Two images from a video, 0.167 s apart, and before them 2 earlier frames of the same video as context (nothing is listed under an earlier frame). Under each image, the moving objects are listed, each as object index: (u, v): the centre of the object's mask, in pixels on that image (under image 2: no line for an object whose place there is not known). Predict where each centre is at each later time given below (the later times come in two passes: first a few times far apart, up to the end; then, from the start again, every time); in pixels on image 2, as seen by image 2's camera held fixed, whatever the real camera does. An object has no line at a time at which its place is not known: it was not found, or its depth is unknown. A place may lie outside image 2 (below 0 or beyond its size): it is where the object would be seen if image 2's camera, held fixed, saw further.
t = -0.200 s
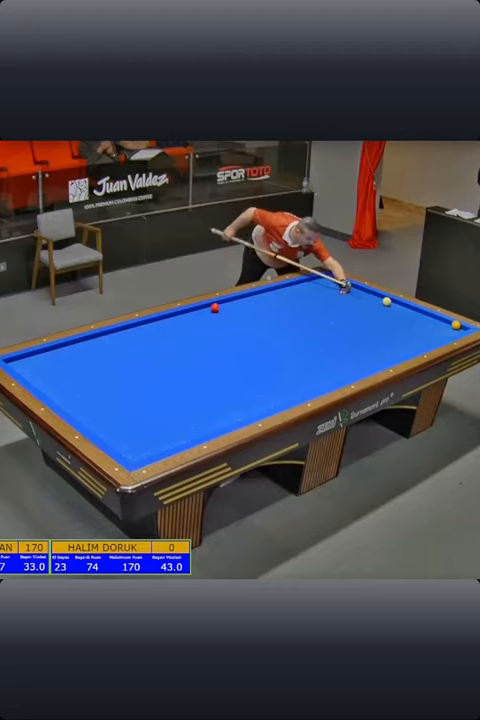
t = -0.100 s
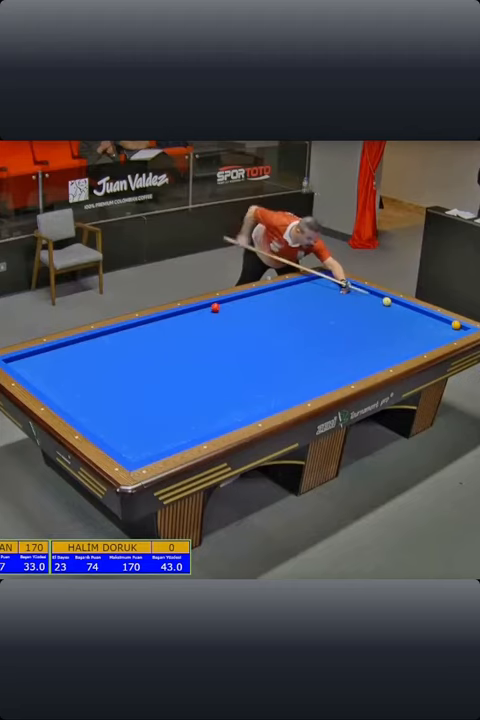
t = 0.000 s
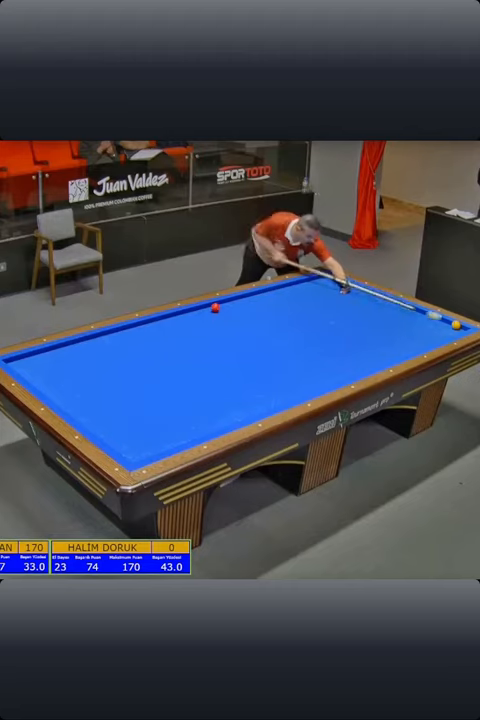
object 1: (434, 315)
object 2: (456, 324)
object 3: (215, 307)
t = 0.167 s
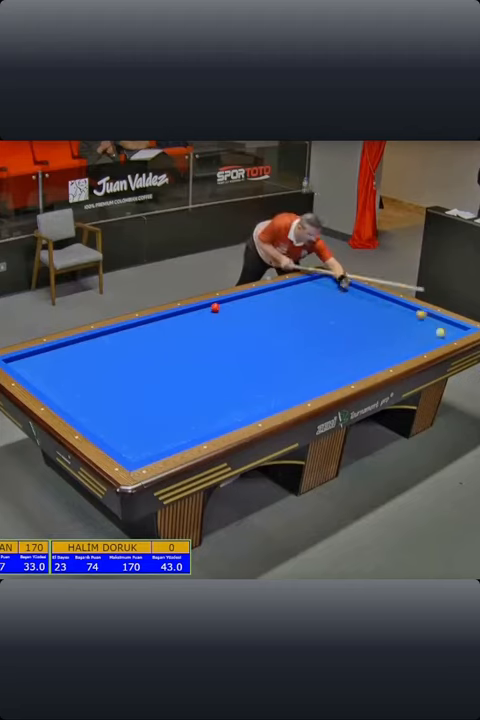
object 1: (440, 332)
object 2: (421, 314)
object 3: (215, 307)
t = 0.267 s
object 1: (435, 339)
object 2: (384, 305)
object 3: (215, 307)
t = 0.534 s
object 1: (389, 346)
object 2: (301, 282)
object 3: (215, 307)
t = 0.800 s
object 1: (359, 356)
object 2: (338, 298)
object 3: (215, 307)
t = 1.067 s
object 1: (341, 372)
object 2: (371, 313)
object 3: (215, 307)
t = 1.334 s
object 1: (317, 385)
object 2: (405, 329)
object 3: (215, 307)
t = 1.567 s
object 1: (283, 394)
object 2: (429, 340)
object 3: (215, 307)
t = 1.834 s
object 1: (243, 404)
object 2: (404, 331)
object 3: (215, 307)
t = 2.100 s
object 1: (201, 414)
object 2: (384, 323)
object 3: (215, 307)
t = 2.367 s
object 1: (157, 424)
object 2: (365, 315)
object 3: (215, 307)
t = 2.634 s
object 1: (112, 435)
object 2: (346, 309)
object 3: (215, 307)
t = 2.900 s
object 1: (116, 423)
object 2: (329, 302)
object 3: (215, 307)
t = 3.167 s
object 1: (126, 410)
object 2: (313, 296)
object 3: (215, 307)
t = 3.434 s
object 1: (136, 397)
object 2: (297, 291)
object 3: (215, 307)
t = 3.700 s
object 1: (145, 386)
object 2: (284, 286)
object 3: (215, 307)
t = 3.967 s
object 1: (153, 375)
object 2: (293, 289)
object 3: (215, 307)
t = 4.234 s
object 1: (160, 365)
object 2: (301, 293)
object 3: (215, 307)
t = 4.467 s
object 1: (166, 358)
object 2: (307, 295)
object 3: (215, 307)
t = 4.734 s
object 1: (173, 349)
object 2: (315, 299)
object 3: (215, 307)
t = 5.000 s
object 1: (179, 341)
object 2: (322, 302)
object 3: (215, 307)
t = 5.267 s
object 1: (184, 334)
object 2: (329, 305)
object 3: (215, 307)
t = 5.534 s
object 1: (190, 327)
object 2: (336, 308)
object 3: (215, 307)
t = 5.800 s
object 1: (195, 321)
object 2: (342, 311)
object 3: (215, 307)
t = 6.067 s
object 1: (199, 316)
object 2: (349, 313)
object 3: (215, 307)
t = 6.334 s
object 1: (203, 310)
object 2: (355, 316)
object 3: (215, 307)
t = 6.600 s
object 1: (208, 306)
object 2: (361, 319)
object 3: (216, 307)
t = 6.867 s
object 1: (213, 305)
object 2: (366, 321)
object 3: (221, 308)
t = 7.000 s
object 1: (216, 304)
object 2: (368, 322)
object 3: (224, 308)
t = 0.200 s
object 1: (439, 335)
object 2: (408, 311)
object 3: (215, 307)
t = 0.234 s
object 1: (438, 337)
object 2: (396, 307)
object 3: (215, 307)
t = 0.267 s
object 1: (435, 339)
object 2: (384, 305)
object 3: (215, 307)
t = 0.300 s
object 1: (429, 340)
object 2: (373, 301)
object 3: (215, 307)
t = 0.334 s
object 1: (422, 341)
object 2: (361, 299)
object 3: (215, 307)
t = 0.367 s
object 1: (416, 342)
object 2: (350, 295)
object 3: (215, 307)
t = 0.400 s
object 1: (410, 342)
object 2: (340, 292)
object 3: (215, 307)
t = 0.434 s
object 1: (404, 343)
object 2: (330, 290)
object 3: (215, 307)
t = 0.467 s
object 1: (399, 344)
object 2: (320, 287)
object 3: (215, 307)
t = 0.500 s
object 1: (393, 345)
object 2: (311, 284)
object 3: (215, 307)
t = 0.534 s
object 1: (389, 346)
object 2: (301, 282)
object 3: (215, 307)
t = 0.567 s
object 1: (384, 346)
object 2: (302, 283)
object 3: (215, 307)
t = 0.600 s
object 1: (380, 348)
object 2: (308, 285)
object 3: (215, 307)
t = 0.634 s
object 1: (376, 349)
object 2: (313, 287)
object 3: (215, 307)
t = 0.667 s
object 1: (372, 350)
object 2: (319, 290)
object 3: (215, 307)
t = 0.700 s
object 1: (368, 352)
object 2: (324, 292)
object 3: (215, 307)
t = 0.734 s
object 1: (365, 353)
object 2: (329, 294)
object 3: (215, 307)
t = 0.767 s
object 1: (362, 355)
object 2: (334, 296)
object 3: (215, 307)
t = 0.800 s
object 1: (359, 356)
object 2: (338, 298)
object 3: (215, 307)
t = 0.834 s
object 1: (356, 358)
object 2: (343, 300)
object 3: (215, 307)
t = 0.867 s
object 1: (354, 360)
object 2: (347, 302)
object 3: (215, 307)
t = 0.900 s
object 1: (352, 362)
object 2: (351, 304)
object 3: (215, 307)
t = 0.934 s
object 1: (350, 364)
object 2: (355, 306)
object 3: (215, 307)
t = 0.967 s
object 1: (347, 366)
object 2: (359, 307)
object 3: (215, 307)
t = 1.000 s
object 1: (346, 368)
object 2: (363, 309)
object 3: (215, 307)
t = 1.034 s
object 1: (343, 370)
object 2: (367, 311)
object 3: (215, 307)
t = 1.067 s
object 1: (341, 372)
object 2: (371, 313)
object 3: (215, 307)
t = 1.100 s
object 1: (339, 374)
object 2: (376, 315)
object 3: (215, 307)
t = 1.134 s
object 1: (337, 376)
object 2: (379, 317)
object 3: (215, 307)
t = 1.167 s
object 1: (335, 378)
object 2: (384, 319)
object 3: (215, 307)
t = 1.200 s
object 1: (332, 379)
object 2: (388, 321)
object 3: (215, 307)
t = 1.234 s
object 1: (330, 381)
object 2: (393, 323)
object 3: (215, 307)
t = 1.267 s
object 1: (326, 382)
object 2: (397, 325)
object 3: (215, 307)
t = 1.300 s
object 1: (321, 384)
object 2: (401, 327)
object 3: (215, 307)
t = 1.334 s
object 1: (317, 385)
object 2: (405, 329)
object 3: (215, 307)
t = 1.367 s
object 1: (312, 387)
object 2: (410, 331)
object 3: (215, 307)
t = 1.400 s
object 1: (307, 388)
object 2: (414, 333)
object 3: (215, 307)
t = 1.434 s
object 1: (302, 389)
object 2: (419, 335)
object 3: (215, 307)
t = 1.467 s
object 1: (298, 390)
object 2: (423, 338)
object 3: (215, 307)
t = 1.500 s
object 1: (293, 392)
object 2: (428, 340)
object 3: (215, 307)
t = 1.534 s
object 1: (288, 393)
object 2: (431, 341)
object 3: (215, 307)
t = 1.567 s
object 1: (283, 394)
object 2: (429, 340)
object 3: (215, 307)
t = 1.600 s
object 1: (278, 395)
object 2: (426, 339)
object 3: (215, 307)
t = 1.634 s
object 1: (274, 397)
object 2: (422, 338)
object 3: (215, 307)
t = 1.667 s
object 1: (269, 398)
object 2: (419, 336)
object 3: (215, 307)
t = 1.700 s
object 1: (263, 399)
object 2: (415, 335)
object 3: (215, 307)
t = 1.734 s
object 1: (258, 400)
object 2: (412, 334)
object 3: (215, 307)
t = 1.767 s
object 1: (253, 402)
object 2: (409, 333)
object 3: (215, 307)
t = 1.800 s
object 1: (248, 403)
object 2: (407, 332)
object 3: (215, 307)
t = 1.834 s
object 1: (243, 404)
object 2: (404, 331)
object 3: (215, 307)
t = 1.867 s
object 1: (238, 405)
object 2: (401, 330)
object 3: (215, 307)
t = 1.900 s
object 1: (233, 407)
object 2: (399, 329)
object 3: (215, 307)
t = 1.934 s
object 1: (227, 408)
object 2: (397, 328)
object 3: (215, 307)
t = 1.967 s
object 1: (222, 409)
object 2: (394, 327)
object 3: (215, 307)
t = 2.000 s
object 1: (217, 411)
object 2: (391, 326)
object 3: (215, 307)
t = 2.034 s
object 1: (212, 412)
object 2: (389, 325)
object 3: (215, 307)
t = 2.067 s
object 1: (206, 413)
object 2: (387, 324)
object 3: (215, 307)
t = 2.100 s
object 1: (201, 414)
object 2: (384, 323)
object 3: (215, 307)
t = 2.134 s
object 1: (195, 416)
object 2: (381, 322)
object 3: (215, 307)
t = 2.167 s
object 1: (190, 417)
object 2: (379, 321)
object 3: (215, 307)
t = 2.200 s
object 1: (184, 418)
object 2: (377, 320)
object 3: (215, 307)
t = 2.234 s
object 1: (179, 419)
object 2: (374, 319)
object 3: (215, 307)
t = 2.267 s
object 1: (173, 421)
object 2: (372, 318)
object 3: (215, 307)
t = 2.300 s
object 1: (168, 422)
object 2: (369, 317)
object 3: (215, 307)
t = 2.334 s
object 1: (162, 423)
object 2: (367, 316)
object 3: (215, 307)
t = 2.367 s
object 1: (157, 424)
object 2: (365, 315)
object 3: (215, 307)
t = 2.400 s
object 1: (151, 426)
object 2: (362, 315)
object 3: (215, 307)
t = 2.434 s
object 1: (146, 427)
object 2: (360, 314)
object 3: (215, 307)
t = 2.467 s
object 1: (140, 429)
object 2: (358, 313)
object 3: (215, 307)
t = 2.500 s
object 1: (134, 430)
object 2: (356, 312)
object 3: (215, 307)
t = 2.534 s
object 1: (129, 431)
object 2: (353, 311)
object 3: (215, 307)
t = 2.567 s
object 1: (123, 432)
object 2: (351, 310)
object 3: (215, 307)
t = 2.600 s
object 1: (118, 434)
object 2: (349, 309)
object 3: (215, 307)
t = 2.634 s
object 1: (112, 435)
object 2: (346, 309)
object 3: (215, 307)
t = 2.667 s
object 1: (107, 436)
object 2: (344, 308)
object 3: (215, 307)
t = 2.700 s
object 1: (105, 435)
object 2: (342, 307)
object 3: (215, 307)
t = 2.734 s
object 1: (107, 434)
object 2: (340, 306)
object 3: (215, 307)
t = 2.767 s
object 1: (109, 431)
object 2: (338, 305)
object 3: (215, 307)
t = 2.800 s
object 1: (111, 429)
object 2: (336, 305)
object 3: (215, 307)
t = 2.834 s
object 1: (113, 427)
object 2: (333, 304)
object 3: (215, 307)
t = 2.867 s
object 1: (115, 425)
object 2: (331, 303)
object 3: (215, 307)
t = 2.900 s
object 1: (116, 423)
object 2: (329, 302)
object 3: (215, 307)
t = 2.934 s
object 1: (117, 422)
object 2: (327, 302)
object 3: (215, 307)
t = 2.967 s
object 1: (119, 420)
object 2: (325, 301)
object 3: (215, 307)
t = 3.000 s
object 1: (120, 418)
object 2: (323, 300)
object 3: (215, 307)
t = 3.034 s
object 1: (121, 417)
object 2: (321, 299)
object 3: (215, 307)
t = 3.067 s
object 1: (122, 415)
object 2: (319, 298)
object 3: (215, 307)
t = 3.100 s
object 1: (124, 413)
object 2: (317, 298)
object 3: (215, 307)
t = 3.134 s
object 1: (125, 411)
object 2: (314, 297)
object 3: (215, 307)
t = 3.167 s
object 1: (126, 410)
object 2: (313, 296)
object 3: (215, 307)
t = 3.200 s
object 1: (128, 408)
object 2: (310, 295)
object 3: (215, 307)
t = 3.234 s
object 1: (129, 407)
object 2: (309, 295)
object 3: (215, 307)
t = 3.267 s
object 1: (130, 405)
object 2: (307, 294)
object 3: (215, 307)
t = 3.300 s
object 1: (131, 403)
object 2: (305, 293)
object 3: (215, 307)
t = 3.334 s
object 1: (132, 402)
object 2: (303, 293)
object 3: (215, 307)
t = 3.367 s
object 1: (133, 400)
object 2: (301, 292)
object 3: (215, 307)
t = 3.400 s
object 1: (135, 399)
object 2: (299, 291)
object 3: (215, 307)
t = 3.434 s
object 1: (136, 397)
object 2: (297, 291)
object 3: (215, 307)
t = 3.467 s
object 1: (137, 396)
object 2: (295, 290)
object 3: (215, 307)
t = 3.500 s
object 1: (138, 394)
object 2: (293, 289)
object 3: (215, 307)
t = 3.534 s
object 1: (139, 393)
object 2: (291, 288)
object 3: (215, 307)
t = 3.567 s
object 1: (140, 391)
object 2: (290, 288)
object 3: (215, 307)
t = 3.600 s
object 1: (141, 390)
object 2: (288, 287)
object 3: (215, 307)
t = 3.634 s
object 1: (142, 389)
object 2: (286, 286)
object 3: (215, 307)
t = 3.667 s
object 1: (144, 387)
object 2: (284, 286)
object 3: (215, 307)
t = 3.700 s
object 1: (145, 386)
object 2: (284, 286)
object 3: (215, 307)
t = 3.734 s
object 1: (146, 384)
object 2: (286, 286)
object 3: (215, 307)
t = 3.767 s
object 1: (147, 383)
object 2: (287, 287)
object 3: (215, 307)
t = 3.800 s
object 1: (148, 382)
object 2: (288, 287)
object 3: (215, 307)
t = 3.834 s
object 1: (149, 380)
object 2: (289, 288)
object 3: (215, 307)
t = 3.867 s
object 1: (150, 379)
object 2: (290, 288)
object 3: (215, 307)
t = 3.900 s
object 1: (151, 378)
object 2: (291, 288)
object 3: (215, 307)
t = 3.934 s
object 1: (152, 376)
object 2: (292, 289)
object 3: (215, 307)
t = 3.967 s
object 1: (153, 375)
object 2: (293, 289)
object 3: (215, 307)
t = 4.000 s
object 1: (154, 374)
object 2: (294, 290)
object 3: (215, 307)
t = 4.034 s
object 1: (154, 373)
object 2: (295, 290)
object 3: (215, 307)
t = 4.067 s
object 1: (155, 371)
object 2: (296, 290)
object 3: (215, 307)
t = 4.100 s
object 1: (156, 370)
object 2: (297, 291)
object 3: (215, 307)
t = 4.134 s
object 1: (157, 369)
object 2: (298, 292)
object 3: (215, 307)
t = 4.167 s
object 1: (158, 368)
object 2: (299, 292)
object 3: (215, 307)
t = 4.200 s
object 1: (159, 367)
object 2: (300, 292)
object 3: (215, 307)
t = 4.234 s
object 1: (160, 365)
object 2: (301, 293)
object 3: (215, 307)
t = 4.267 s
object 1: (161, 364)
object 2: (302, 293)
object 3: (215, 307)
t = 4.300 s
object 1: (162, 363)
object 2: (303, 294)
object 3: (215, 307)
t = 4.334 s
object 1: (163, 362)
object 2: (304, 294)
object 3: (215, 307)
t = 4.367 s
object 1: (164, 361)
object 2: (304, 295)
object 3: (215, 307)
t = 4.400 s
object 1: (165, 360)
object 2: (305, 295)
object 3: (215, 307)
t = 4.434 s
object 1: (165, 359)
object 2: (306, 295)
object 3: (215, 307)
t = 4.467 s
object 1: (166, 358)
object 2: (307, 295)
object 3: (215, 307)
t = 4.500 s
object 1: (167, 357)
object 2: (309, 296)
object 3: (215, 307)
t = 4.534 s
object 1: (168, 355)
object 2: (309, 296)
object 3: (215, 307)
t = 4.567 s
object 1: (169, 354)
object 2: (310, 297)
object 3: (215, 307)
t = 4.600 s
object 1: (169, 353)
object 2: (311, 297)
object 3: (215, 307)
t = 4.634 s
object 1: (170, 352)
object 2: (312, 297)
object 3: (215, 307)
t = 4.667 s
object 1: (171, 351)
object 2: (313, 298)
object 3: (215, 307)
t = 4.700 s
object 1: (172, 350)
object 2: (314, 298)
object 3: (215, 307)
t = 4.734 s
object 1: (173, 349)
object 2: (315, 299)
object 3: (215, 307)
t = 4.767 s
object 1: (174, 348)
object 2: (316, 299)
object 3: (215, 307)
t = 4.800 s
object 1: (174, 347)
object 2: (317, 299)
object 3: (215, 307)
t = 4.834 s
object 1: (175, 346)
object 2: (318, 300)
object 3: (215, 307)
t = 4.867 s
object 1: (176, 345)
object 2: (319, 300)
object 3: (215, 307)
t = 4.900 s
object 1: (177, 344)
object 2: (319, 301)
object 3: (215, 307)
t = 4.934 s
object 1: (177, 343)
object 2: (320, 301)
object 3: (215, 307)
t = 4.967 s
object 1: (178, 342)
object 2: (321, 301)
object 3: (215, 307)
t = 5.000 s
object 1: (179, 341)
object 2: (322, 302)
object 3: (215, 307)
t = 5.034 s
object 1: (180, 340)
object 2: (323, 302)
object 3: (215, 307)
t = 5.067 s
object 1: (180, 339)
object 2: (324, 303)
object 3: (215, 307)
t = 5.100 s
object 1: (181, 338)
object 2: (324, 303)
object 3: (215, 307)
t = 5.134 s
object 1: (182, 337)
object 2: (325, 303)
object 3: (215, 307)
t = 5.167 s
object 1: (182, 337)
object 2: (326, 304)
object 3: (215, 307)
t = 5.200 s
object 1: (183, 336)
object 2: (327, 304)
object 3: (215, 307)
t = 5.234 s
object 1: (184, 335)
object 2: (328, 304)
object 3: (215, 307)
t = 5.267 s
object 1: (184, 334)
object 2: (329, 305)
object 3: (215, 307)
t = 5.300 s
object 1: (185, 333)
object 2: (330, 305)
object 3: (215, 307)
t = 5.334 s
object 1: (186, 332)
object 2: (331, 306)
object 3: (215, 307)
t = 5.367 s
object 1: (186, 332)
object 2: (332, 306)
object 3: (215, 307)
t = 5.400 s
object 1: (187, 331)
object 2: (332, 306)
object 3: (215, 307)
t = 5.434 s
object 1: (188, 330)
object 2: (333, 307)
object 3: (215, 307)
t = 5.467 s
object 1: (188, 329)
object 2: (334, 307)
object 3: (215, 307)
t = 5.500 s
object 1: (189, 328)
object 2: (335, 307)
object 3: (215, 307)
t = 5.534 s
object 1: (190, 327)
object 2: (336, 308)
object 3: (215, 307)
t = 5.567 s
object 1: (190, 327)
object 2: (336, 308)
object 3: (215, 307)
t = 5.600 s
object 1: (191, 326)
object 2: (338, 309)
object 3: (215, 307)
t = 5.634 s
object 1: (191, 325)
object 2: (338, 309)
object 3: (215, 307)
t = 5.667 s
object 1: (192, 324)
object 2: (339, 309)
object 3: (215, 307)
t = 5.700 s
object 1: (193, 323)
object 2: (340, 310)
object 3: (215, 307)
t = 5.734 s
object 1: (193, 323)
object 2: (341, 310)
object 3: (215, 307)
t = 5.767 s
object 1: (194, 322)
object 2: (342, 310)
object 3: (215, 307)
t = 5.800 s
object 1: (195, 321)
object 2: (342, 311)
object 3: (215, 307)
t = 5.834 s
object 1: (195, 321)
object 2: (343, 311)
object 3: (215, 307)
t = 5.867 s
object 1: (196, 320)
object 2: (344, 311)
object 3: (215, 307)
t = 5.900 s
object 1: (196, 319)
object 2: (345, 312)
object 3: (215, 307)
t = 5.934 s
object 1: (197, 318)
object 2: (346, 312)
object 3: (215, 307)
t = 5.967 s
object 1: (198, 318)
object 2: (346, 312)
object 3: (215, 307)
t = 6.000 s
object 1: (198, 317)
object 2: (347, 313)
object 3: (215, 307)
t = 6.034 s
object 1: (199, 316)
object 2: (348, 313)
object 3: (215, 307)
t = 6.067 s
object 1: (199, 316)
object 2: (349, 313)
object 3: (215, 307)
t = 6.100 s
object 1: (200, 315)
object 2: (350, 314)
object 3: (215, 307)
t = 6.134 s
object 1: (200, 314)
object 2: (350, 314)
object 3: (215, 307)
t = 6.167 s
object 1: (201, 313)
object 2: (351, 314)
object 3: (215, 307)
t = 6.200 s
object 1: (201, 313)
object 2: (352, 315)
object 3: (215, 307)
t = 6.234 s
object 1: (202, 312)
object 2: (353, 315)
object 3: (215, 307)
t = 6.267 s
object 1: (203, 312)
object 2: (353, 315)
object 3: (215, 307)
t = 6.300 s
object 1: (203, 311)
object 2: (354, 315)
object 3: (215, 307)
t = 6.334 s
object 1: (203, 310)
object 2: (355, 316)
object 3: (215, 307)
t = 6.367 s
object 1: (204, 309)
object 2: (356, 316)
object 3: (215, 307)
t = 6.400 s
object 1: (205, 309)
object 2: (356, 316)
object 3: (215, 307)
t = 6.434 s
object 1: (205, 308)
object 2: (357, 317)
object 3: (215, 307)
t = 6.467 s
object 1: (205, 308)
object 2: (358, 317)
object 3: (215, 307)
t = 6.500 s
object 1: (206, 307)
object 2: (358, 317)
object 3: (215, 307)
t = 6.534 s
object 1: (206, 306)
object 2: (359, 318)
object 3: (215, 307)
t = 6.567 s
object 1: (206, 306)
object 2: (360, 318)
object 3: (216, 307)
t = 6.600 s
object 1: (208, 306)
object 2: (361, 319)
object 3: (216, 307)
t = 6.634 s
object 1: (208, 306)
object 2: (361, 319)
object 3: (217, 307)
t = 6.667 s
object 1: (210, 305)
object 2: (362, 319)
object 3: (217, 307)
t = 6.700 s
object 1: (210, 305)
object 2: (362, 319)
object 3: (218, 307)
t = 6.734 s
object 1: (210, 305)
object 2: (363, 320)
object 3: (219, 307)
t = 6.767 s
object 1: (211, 305)
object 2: (364, 320)
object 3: (219, 307)
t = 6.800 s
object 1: (212, 305)
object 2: (364, 320)
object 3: (220, 307)
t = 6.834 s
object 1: (212, 305)
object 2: (365, 320)
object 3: (221, 307)
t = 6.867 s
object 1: (213, 305)
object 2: (366, 321)
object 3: (221, 308)
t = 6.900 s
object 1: (214, 305)
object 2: (366, 321)
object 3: (222, 308)
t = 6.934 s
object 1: (214, 304)
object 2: (367, 321)
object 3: (223, 308)
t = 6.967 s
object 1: (215, 304)
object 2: (367, 322)
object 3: (223, 308)
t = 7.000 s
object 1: (216, 304)
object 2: (368, 322)
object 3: (224, 308)
